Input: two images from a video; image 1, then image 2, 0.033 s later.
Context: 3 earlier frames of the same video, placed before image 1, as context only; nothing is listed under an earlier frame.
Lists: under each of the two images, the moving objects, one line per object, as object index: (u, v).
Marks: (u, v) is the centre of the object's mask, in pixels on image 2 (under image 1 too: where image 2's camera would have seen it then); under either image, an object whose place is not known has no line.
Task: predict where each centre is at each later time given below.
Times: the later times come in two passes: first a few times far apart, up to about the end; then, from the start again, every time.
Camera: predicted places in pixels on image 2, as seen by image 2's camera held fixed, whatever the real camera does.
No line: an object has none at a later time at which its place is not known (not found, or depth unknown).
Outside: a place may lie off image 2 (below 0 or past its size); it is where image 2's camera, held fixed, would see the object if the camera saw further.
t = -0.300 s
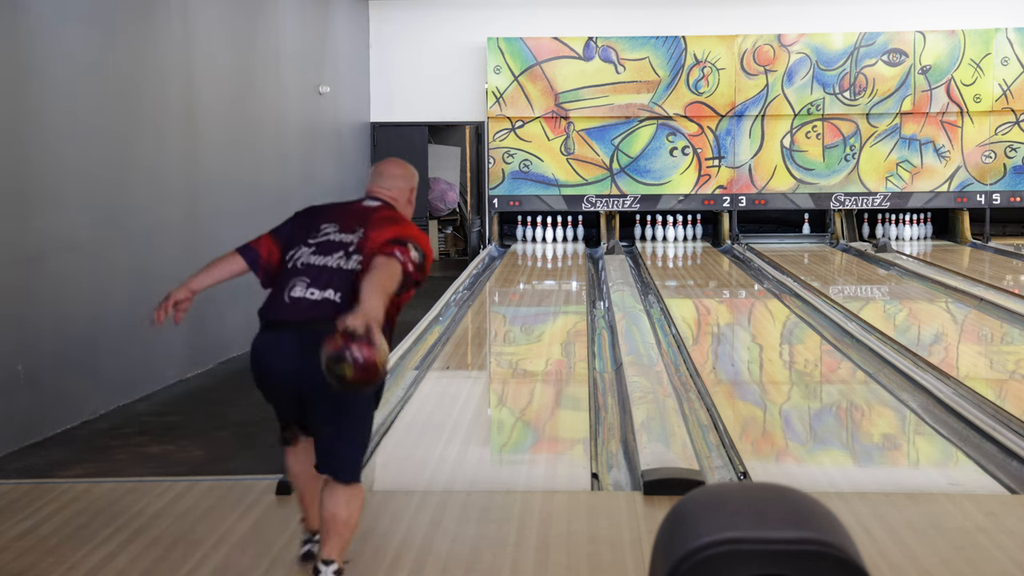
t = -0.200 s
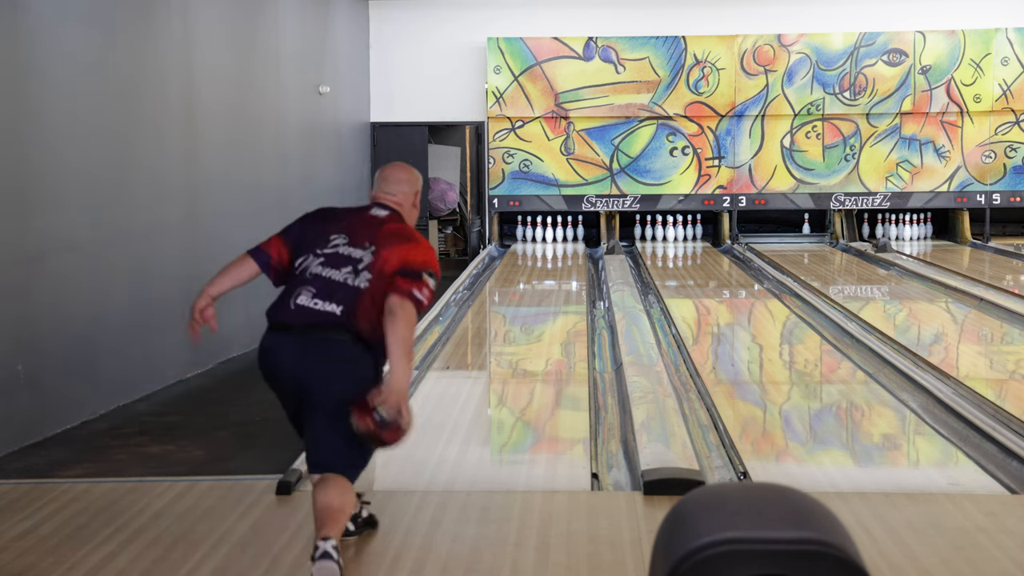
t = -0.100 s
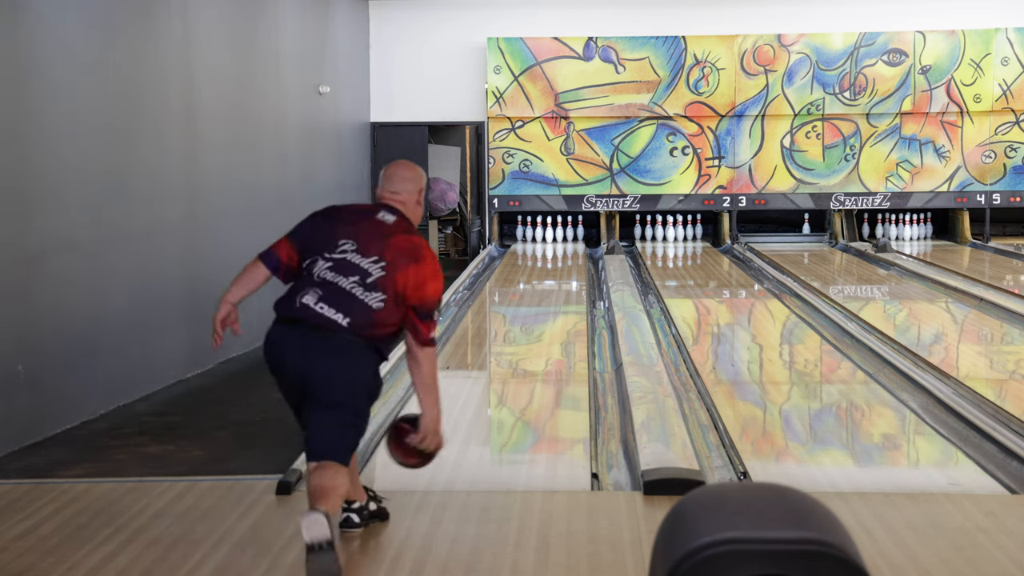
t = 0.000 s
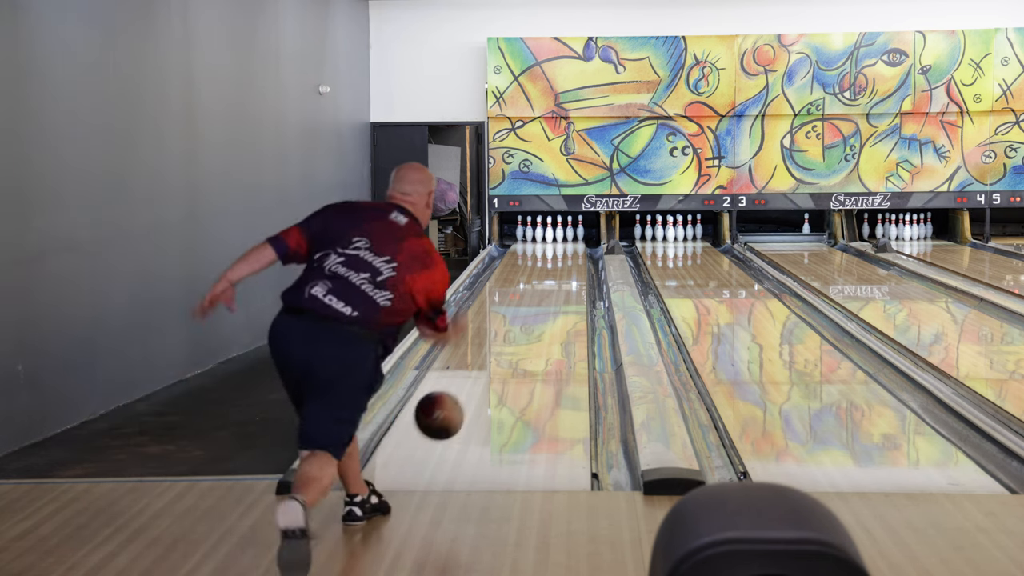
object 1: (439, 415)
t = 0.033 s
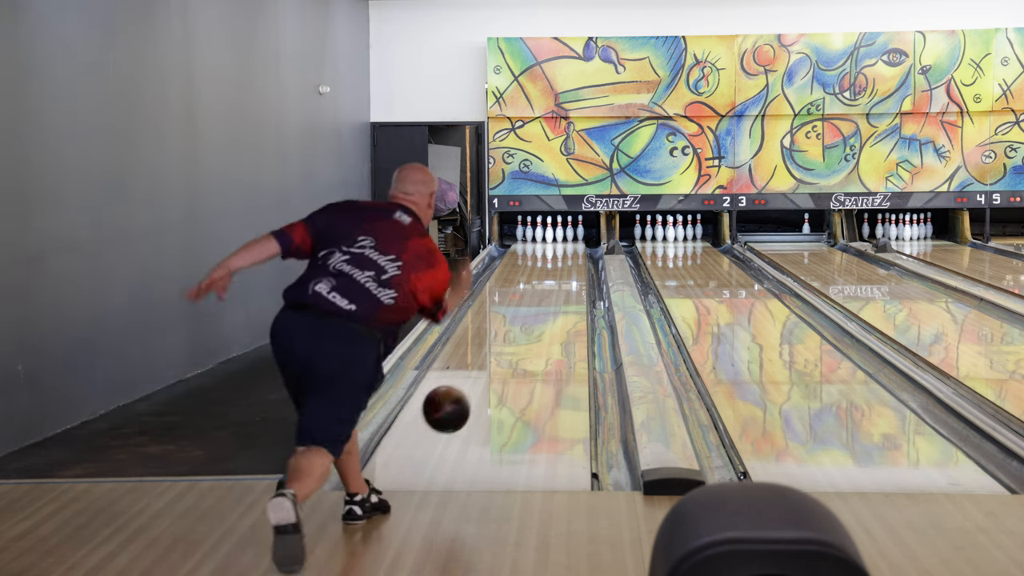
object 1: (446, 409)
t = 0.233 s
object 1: (481, 409)
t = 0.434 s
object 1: (506, 374)
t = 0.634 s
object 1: (524, 346)
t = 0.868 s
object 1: (540, 320)
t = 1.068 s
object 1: (550, 303)
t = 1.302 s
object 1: (561, 287)
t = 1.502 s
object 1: (567, 276)
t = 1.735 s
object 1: (572, 264)
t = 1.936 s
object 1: (574, 257)
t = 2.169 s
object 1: (571, 248)
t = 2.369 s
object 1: (566, 243)
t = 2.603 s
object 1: (556, 237)
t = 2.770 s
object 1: (551, 235)
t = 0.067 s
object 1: (453, 405)
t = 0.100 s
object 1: (459, 404)
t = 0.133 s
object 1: (465, 406)
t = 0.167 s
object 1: (471, 409)
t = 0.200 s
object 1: (476, 414)
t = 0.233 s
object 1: (481, 409)
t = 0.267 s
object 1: (486, 400)
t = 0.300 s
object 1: (490, 393)
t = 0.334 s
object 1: (495, 389)
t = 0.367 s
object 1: (498, 385)
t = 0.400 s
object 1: (502, 379)
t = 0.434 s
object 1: (506, 374)
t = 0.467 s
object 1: (509, 369)
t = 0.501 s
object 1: (513, 364)
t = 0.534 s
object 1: (516, 359)
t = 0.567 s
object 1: (519, 355)
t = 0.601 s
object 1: (522, 350)
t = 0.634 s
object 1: (524, 346)
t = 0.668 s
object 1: (527, 342)
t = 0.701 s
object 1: (530, 338)
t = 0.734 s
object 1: (532, 335)
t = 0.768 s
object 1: (534, 331)
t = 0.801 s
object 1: (536, 327)
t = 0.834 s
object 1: (538, 324)
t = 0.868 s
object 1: (540, 320)
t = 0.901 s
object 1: (542, 318)
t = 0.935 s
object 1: (544, 314)
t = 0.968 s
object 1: (546, 311)
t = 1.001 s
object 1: (548, 309)
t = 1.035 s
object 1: (549, 306)
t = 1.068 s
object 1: (550, 303)
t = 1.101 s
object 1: (552, 301)
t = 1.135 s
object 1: (554, 298)
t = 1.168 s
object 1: (555, 296)
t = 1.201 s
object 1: (556, 294)
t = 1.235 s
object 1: (558, 292)
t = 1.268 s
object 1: (559, 289)
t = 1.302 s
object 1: (561, 287)
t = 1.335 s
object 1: (561, 285)
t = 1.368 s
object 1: (563, 283)
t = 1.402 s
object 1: (564, 281)
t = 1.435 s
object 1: (565, 279)
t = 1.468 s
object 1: (566, 278)
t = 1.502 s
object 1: (567, 276)
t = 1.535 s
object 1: (567, 274)
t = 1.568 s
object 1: (568, 272)
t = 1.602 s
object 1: (569, 271)
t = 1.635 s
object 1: (570, 269)
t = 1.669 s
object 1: (571, 268)
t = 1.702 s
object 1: (571, 266)
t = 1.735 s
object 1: (572, 264)
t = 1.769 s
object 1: (573, 263)
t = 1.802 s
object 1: (573, 261)
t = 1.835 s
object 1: (573, 260)
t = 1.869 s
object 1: (574, 259)
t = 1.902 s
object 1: (573, 258)
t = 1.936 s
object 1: (574, 257)
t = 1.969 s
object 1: (574, 255)
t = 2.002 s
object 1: (573, 254)
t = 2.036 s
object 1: (573, 253)
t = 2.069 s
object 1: (573, 251)
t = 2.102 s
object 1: (572, 250)
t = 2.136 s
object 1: (572, 249)
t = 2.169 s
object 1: (571, 248)
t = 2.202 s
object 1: (571, 248)
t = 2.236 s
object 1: (570, 246)
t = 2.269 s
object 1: (569, 245)
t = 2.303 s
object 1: (568, 245)
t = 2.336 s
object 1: (567, 244)
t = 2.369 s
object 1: (566, 243)
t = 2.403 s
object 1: (564, 242)
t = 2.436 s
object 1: (563, 241)
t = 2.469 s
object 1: (562, 240)
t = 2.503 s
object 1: (560, 240)
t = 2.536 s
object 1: (558, 239)
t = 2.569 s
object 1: (558, 238)
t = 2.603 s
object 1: (556, 237)
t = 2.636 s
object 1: (554, 237)
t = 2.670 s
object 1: (553, 236)
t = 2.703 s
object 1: (554, 236)
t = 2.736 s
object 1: (553, 235)
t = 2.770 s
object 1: (551, 235)
